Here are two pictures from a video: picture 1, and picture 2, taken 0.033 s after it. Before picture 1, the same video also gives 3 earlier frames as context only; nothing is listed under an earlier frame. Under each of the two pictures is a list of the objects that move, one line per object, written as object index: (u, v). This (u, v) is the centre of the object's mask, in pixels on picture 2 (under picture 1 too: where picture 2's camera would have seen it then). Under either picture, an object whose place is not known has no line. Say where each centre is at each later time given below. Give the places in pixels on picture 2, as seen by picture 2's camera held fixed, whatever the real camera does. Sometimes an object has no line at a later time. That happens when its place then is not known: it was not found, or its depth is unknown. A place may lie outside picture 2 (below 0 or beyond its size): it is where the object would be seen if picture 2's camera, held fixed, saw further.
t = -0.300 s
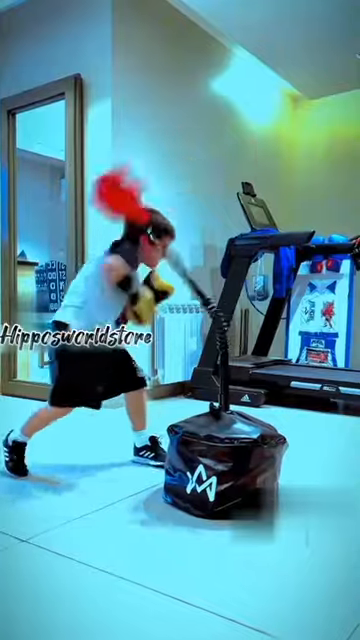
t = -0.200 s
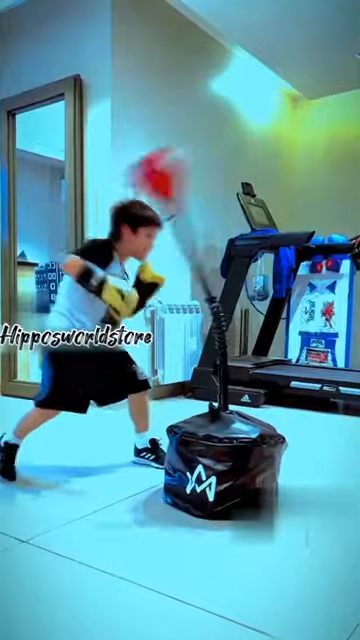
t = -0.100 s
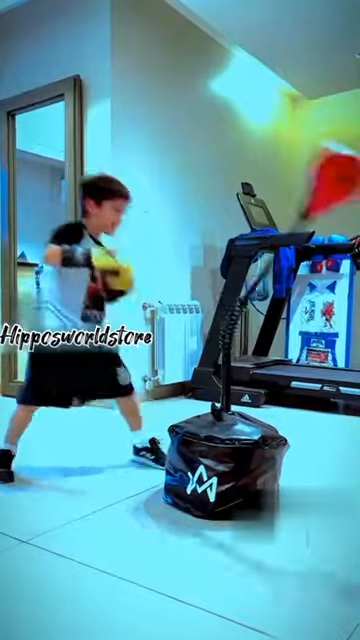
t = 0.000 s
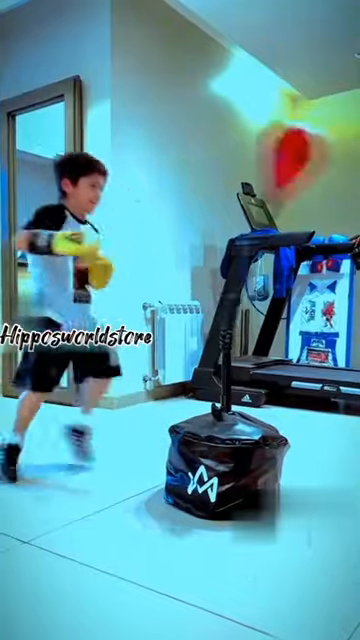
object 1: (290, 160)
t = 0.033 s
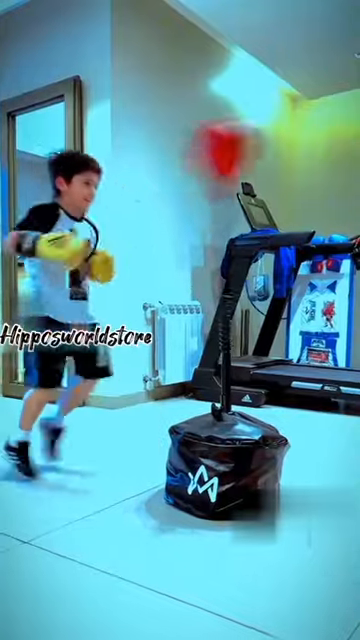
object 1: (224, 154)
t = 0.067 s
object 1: (163, 170)
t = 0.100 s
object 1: (130, 198)
